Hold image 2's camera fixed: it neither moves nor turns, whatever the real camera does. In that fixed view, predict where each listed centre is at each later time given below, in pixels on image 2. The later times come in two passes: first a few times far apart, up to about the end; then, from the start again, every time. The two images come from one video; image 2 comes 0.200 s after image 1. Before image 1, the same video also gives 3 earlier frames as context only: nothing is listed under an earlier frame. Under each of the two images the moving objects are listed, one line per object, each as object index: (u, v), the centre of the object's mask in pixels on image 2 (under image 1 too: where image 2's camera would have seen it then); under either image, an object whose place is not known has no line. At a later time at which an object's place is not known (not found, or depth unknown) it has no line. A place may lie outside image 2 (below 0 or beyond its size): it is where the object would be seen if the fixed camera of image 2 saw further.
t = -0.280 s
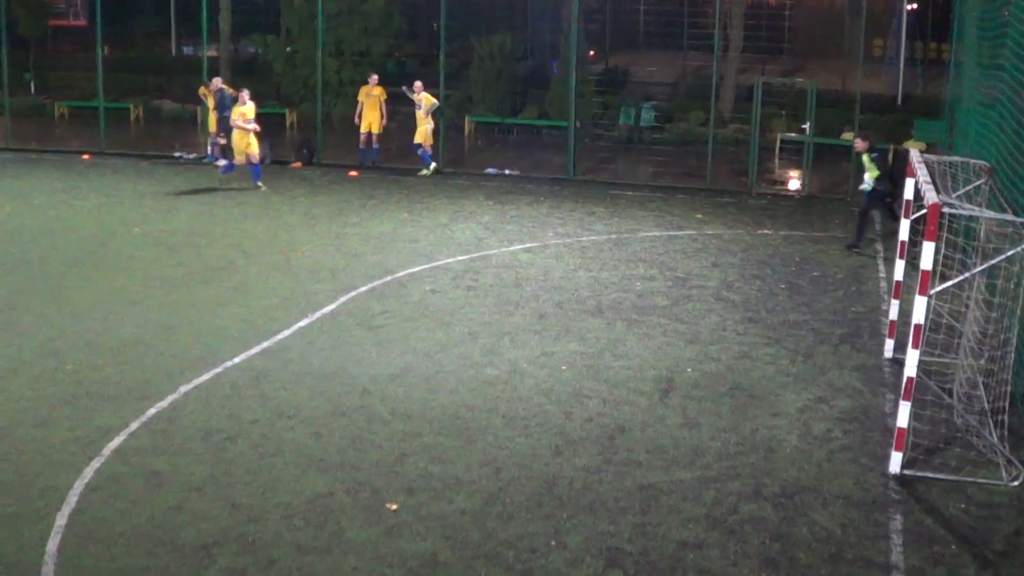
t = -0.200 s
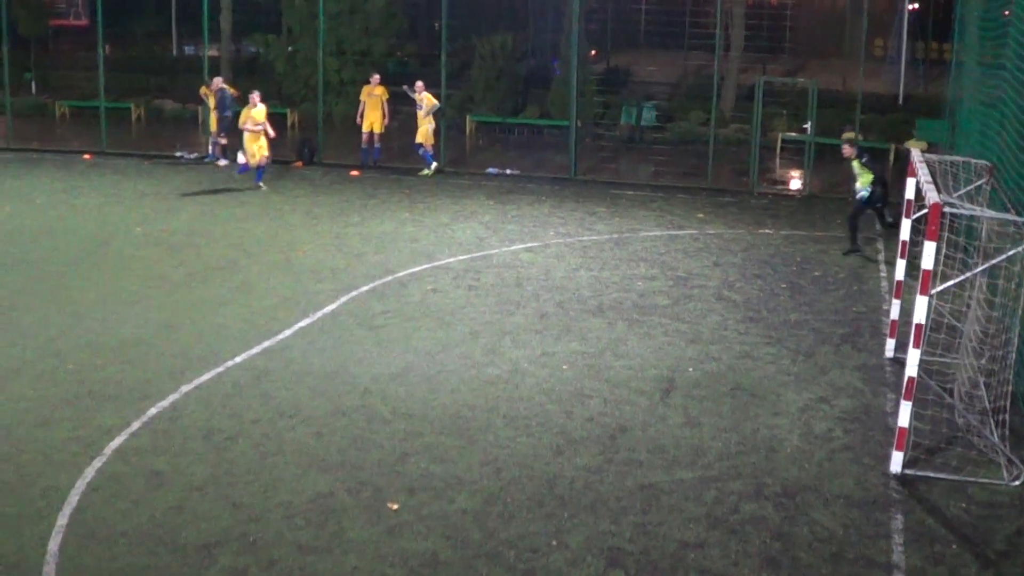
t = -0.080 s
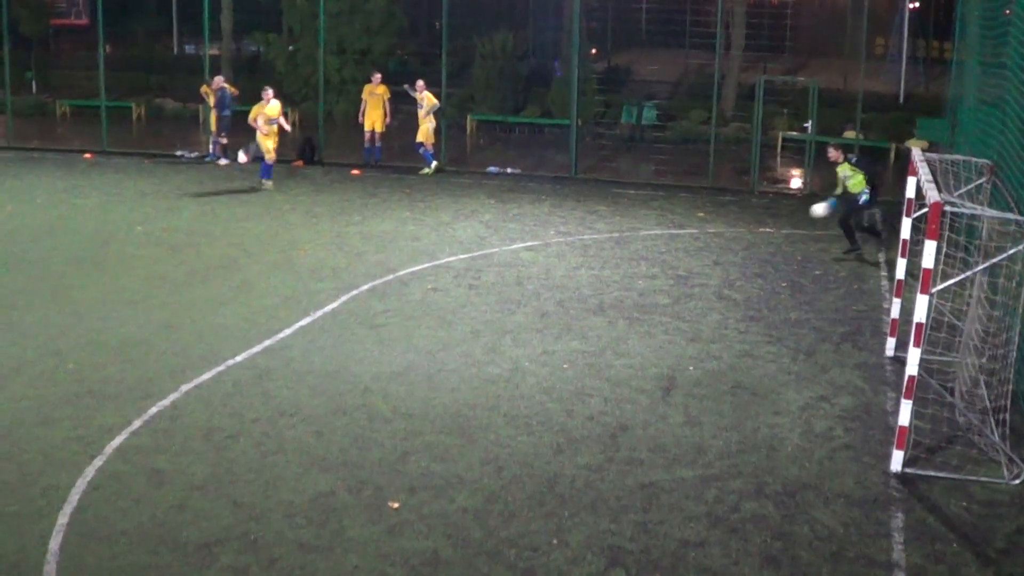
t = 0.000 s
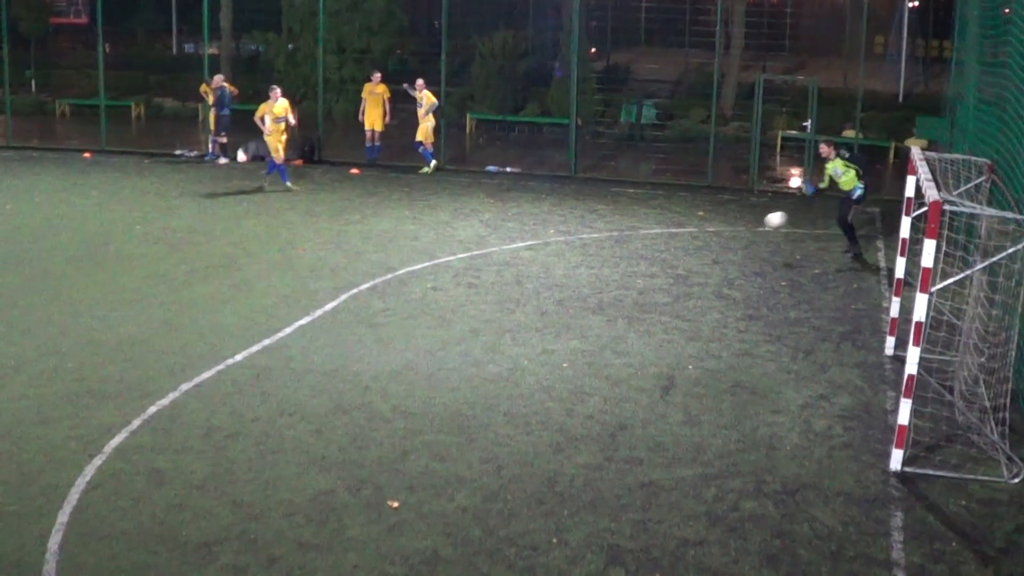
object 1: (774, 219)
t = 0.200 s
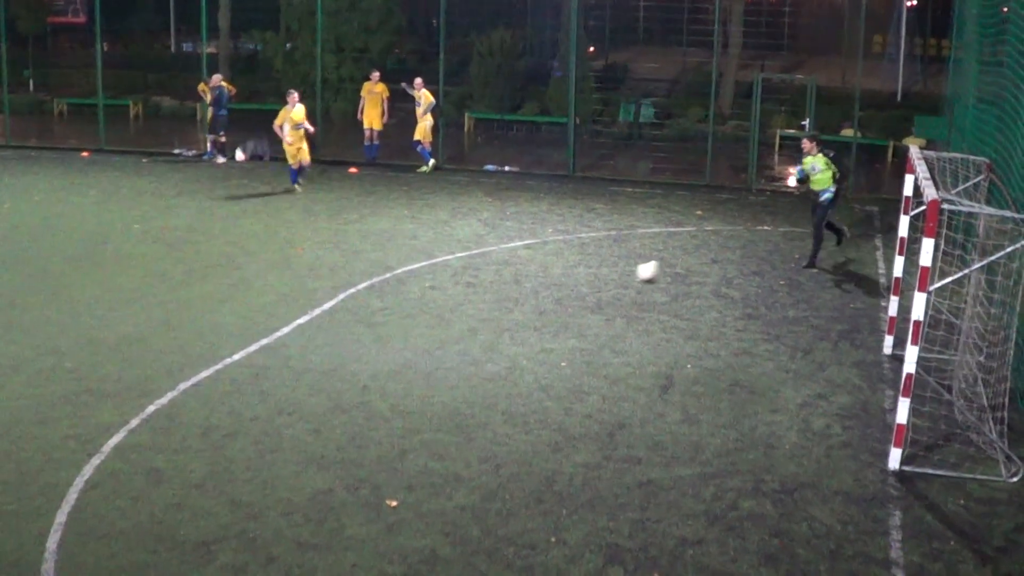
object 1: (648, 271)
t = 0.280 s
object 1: (607, 266)
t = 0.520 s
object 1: (473, 284)
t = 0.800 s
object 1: (304, 318)
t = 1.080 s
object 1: (120, 356)
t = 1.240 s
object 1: (11, 378)
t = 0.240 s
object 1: (626, 270)
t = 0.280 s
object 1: (607, 266)
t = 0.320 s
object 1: (586, 265)
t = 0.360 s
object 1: (564, 266)
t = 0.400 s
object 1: (542, 268)
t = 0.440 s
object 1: (520, 272)
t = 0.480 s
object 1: (497, 277)
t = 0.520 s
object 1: (473, 284)
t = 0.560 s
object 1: (449, 293)
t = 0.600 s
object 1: (425, 302)
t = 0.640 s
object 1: (400, 314)
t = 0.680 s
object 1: (377, 313)
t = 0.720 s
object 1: (353, 313)
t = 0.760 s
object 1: (328, 315)
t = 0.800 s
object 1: (304, 318)
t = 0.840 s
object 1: (279, 324)
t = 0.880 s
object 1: (253, 330)
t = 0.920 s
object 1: (227, 340)
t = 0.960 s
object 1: (201, 349)
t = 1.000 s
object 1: (174, 350)
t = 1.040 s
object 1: (147, 352)
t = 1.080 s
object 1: (120, 356)
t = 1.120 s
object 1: (92, 362)
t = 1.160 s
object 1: (64, 370)
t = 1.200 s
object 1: (36, 375)
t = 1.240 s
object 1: (11, 378)
